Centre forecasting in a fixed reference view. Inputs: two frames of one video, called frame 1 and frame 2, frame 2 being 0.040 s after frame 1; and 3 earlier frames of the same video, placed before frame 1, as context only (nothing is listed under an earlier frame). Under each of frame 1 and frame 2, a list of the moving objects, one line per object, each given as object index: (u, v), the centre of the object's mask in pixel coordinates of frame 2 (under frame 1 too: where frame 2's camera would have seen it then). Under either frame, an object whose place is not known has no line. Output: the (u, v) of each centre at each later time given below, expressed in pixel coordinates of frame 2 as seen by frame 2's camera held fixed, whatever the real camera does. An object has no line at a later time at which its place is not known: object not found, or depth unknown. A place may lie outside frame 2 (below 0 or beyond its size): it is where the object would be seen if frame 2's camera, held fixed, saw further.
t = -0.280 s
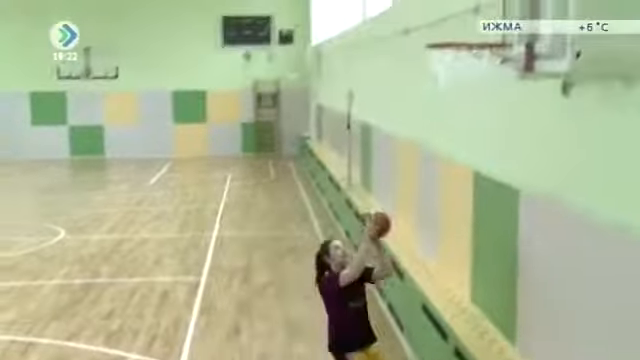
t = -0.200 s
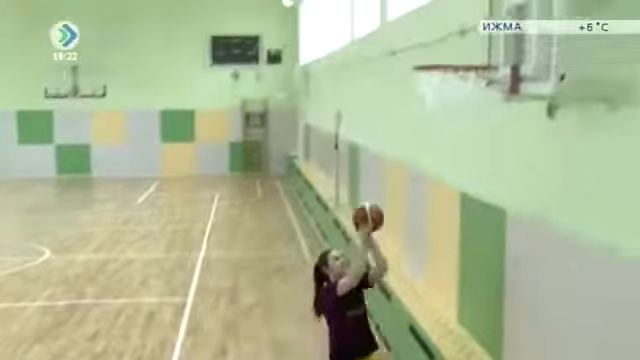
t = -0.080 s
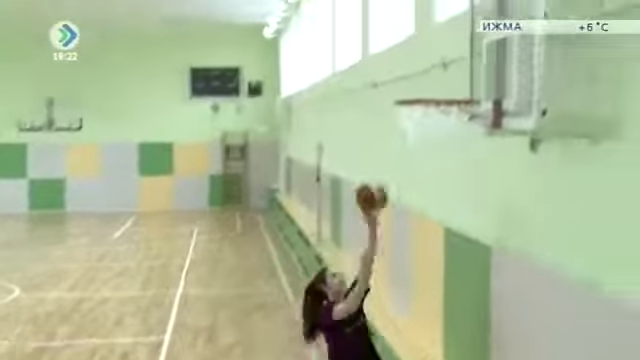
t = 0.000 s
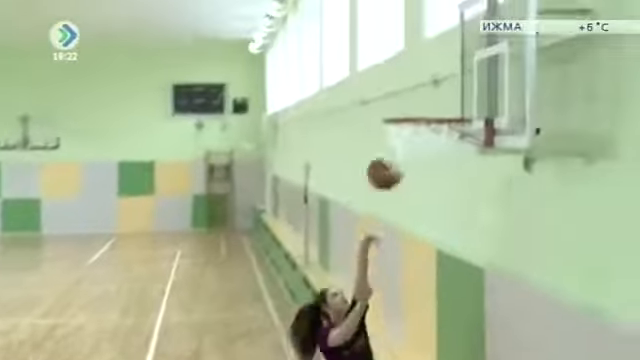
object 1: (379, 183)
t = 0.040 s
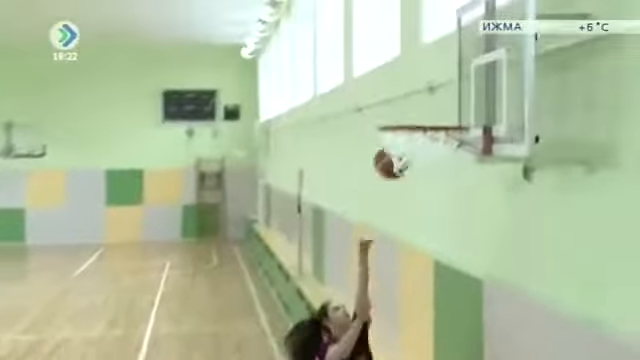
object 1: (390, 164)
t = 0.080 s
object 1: (406, 144)
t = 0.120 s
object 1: (419, 125)
